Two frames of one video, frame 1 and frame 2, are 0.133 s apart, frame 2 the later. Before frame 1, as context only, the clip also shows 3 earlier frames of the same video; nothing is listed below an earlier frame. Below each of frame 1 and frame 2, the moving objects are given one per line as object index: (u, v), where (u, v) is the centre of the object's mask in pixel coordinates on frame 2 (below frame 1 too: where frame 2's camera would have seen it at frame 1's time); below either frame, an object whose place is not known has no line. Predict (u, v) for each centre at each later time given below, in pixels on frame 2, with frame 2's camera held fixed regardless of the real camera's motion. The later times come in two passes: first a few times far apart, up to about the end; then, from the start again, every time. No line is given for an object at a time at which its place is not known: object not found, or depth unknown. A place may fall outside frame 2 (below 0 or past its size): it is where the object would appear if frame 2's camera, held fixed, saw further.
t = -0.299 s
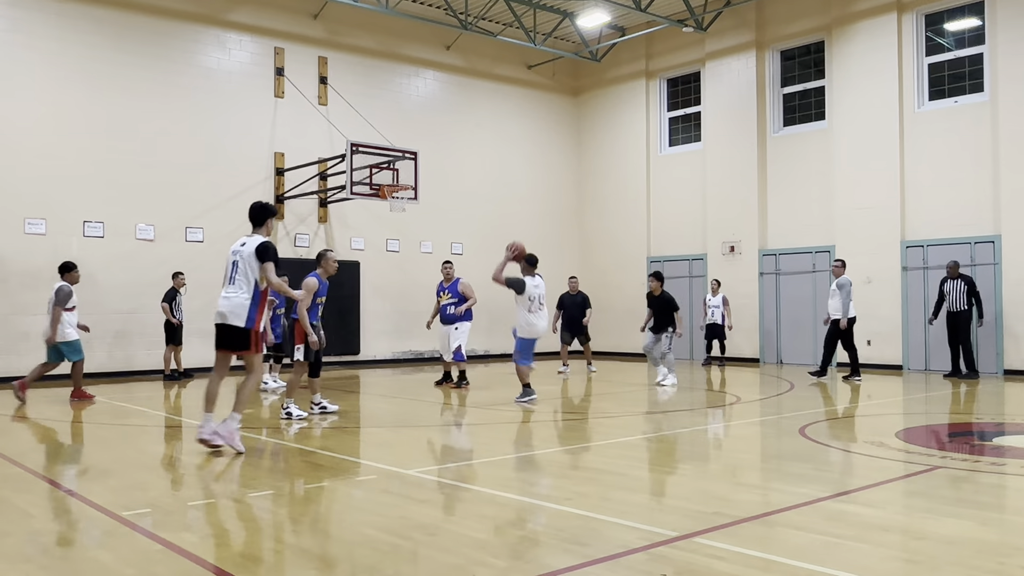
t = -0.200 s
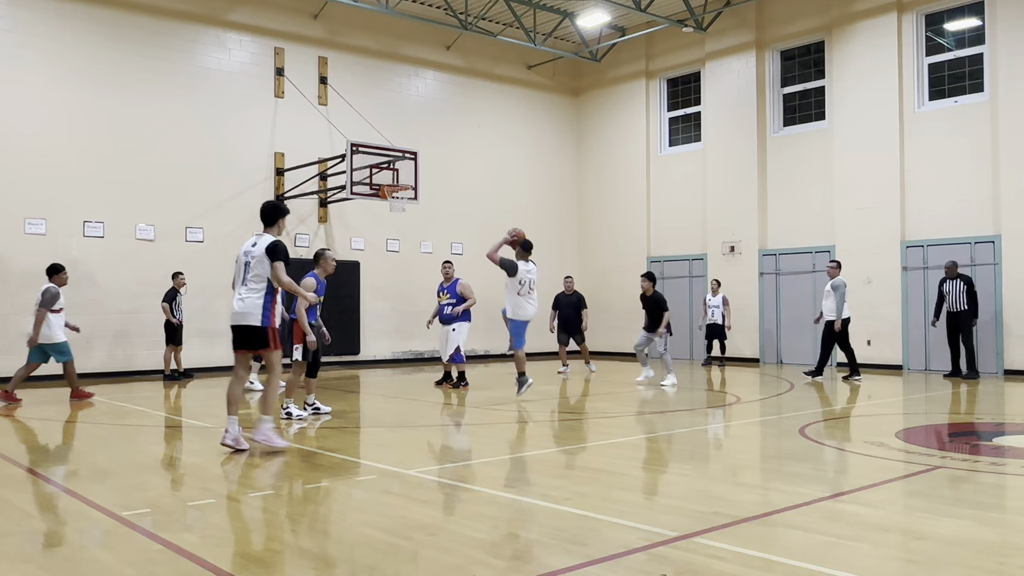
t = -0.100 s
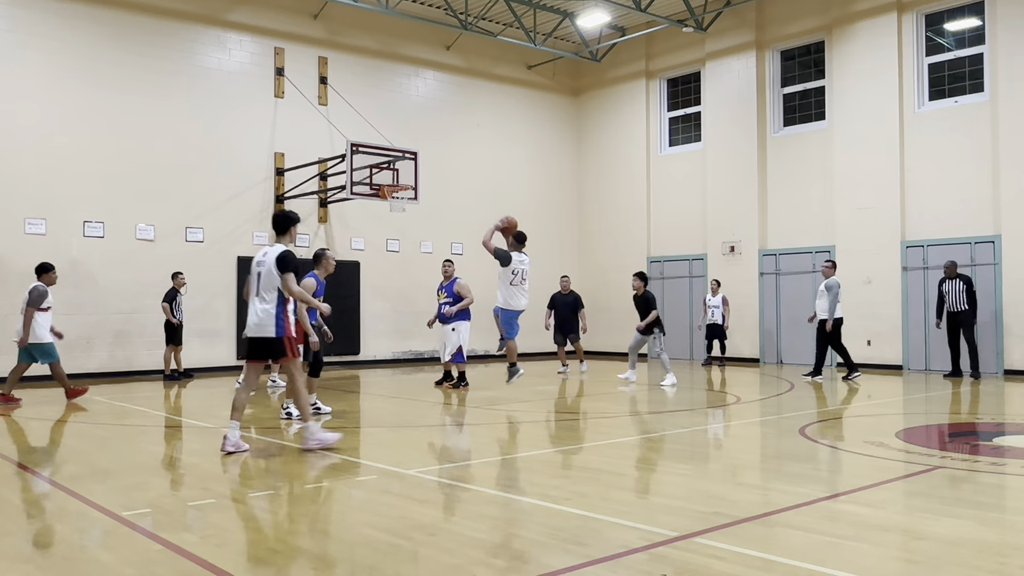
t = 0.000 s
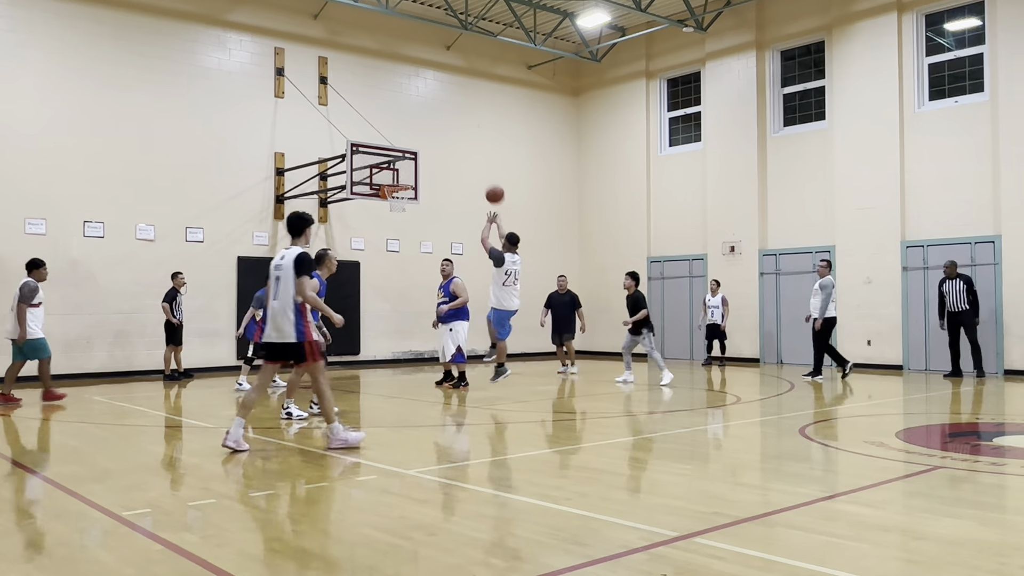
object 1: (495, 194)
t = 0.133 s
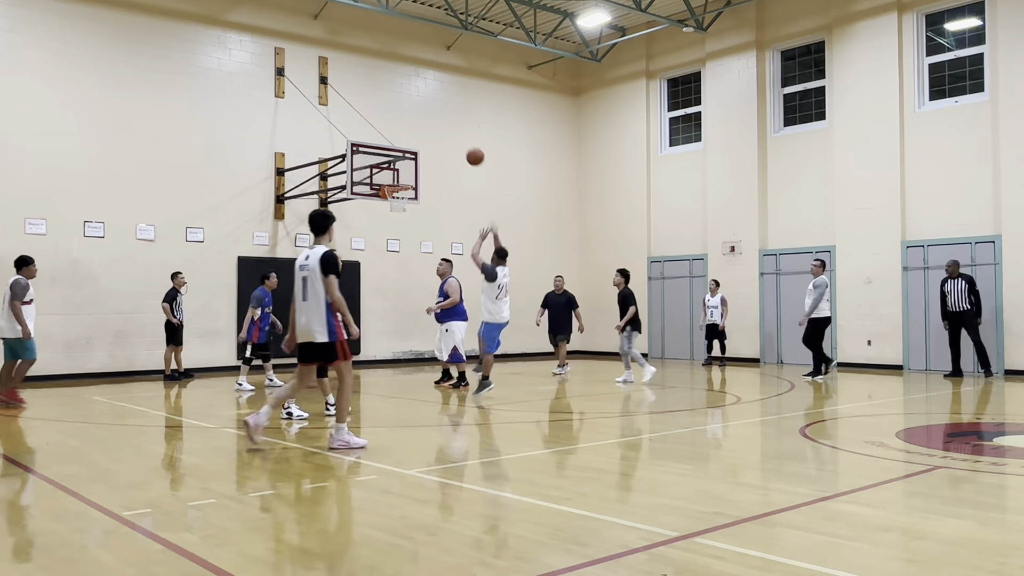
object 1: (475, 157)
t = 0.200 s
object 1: (465, 144)
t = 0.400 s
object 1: (440, 128)
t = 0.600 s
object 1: (418, 139)
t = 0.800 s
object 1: (397, 172)
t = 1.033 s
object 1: (390, 201)
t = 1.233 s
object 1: (386, 203)
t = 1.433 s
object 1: (392, 222)
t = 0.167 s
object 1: (470, 150)
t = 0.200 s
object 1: (465, 144)
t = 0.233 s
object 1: (461, 139)
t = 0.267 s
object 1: (457, 135)
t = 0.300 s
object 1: (452, 132)
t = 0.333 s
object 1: (448, 130)
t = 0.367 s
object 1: (444, 128)
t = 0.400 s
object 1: (440, 128)
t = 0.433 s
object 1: (436, 128)
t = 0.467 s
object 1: (432, 129)
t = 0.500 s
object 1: (428, 130)
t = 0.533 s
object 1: (425, 132)
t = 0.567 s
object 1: (421, 135)
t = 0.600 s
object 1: (418, 139)
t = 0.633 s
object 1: (414, 143)
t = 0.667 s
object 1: (410, 148)
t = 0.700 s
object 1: (407, 153)
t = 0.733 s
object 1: (404, 158)
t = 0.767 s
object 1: (400, 165)
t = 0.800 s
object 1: (397, 172)
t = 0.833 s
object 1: (394, 178)
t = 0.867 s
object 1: (394, 182)
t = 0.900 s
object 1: (401, 188)
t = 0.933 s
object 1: (404, 190)
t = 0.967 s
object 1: (399, 193)
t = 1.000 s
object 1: (394, 200)
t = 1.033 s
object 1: (390, 201)
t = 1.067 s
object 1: (387, 200)
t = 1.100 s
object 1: (386, 200)
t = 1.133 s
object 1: (386, 201)
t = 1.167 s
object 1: (386, 201)
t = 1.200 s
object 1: (386, 202)
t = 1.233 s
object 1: (386, 203)
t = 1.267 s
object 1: (387, 205)
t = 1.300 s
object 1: (388, 207)
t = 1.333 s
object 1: (389, 210)
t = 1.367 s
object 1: (390, 213)
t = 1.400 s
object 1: (391, 217)
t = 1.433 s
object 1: (392, 222)
